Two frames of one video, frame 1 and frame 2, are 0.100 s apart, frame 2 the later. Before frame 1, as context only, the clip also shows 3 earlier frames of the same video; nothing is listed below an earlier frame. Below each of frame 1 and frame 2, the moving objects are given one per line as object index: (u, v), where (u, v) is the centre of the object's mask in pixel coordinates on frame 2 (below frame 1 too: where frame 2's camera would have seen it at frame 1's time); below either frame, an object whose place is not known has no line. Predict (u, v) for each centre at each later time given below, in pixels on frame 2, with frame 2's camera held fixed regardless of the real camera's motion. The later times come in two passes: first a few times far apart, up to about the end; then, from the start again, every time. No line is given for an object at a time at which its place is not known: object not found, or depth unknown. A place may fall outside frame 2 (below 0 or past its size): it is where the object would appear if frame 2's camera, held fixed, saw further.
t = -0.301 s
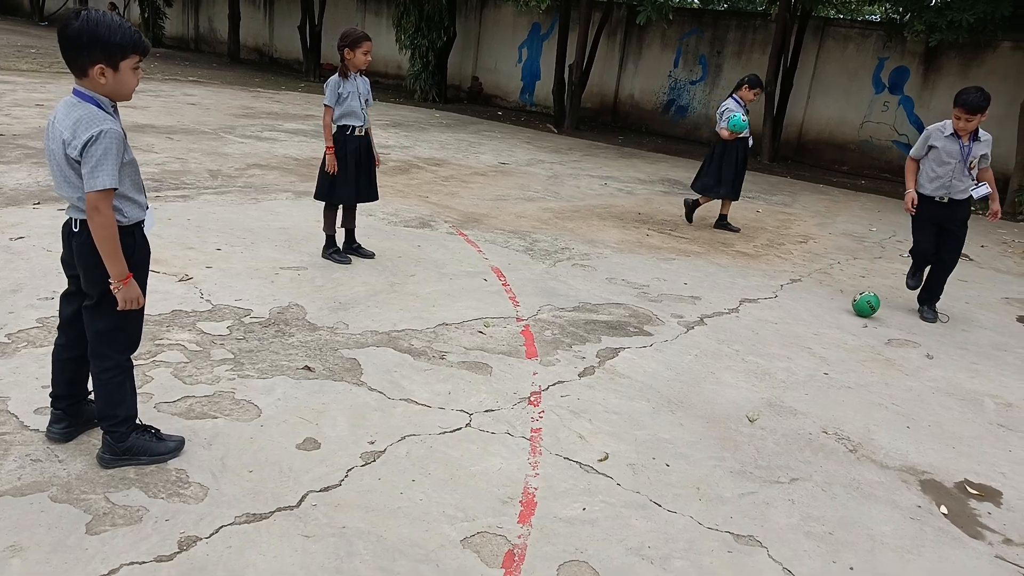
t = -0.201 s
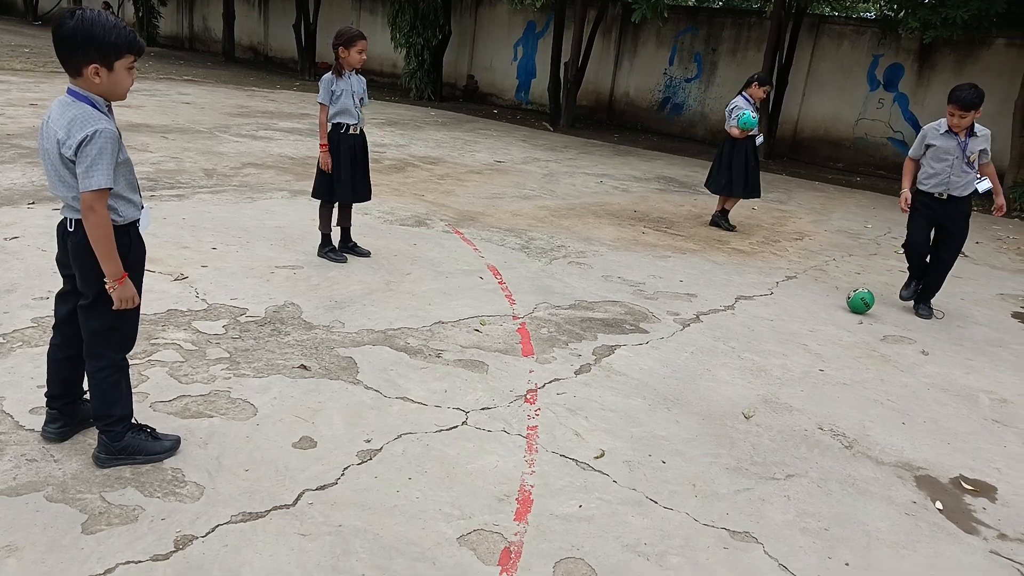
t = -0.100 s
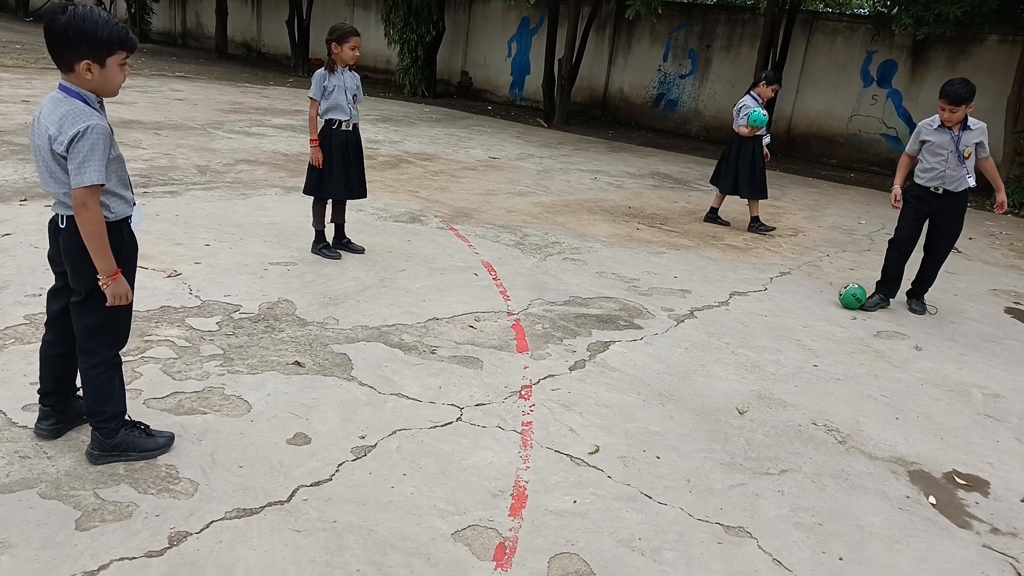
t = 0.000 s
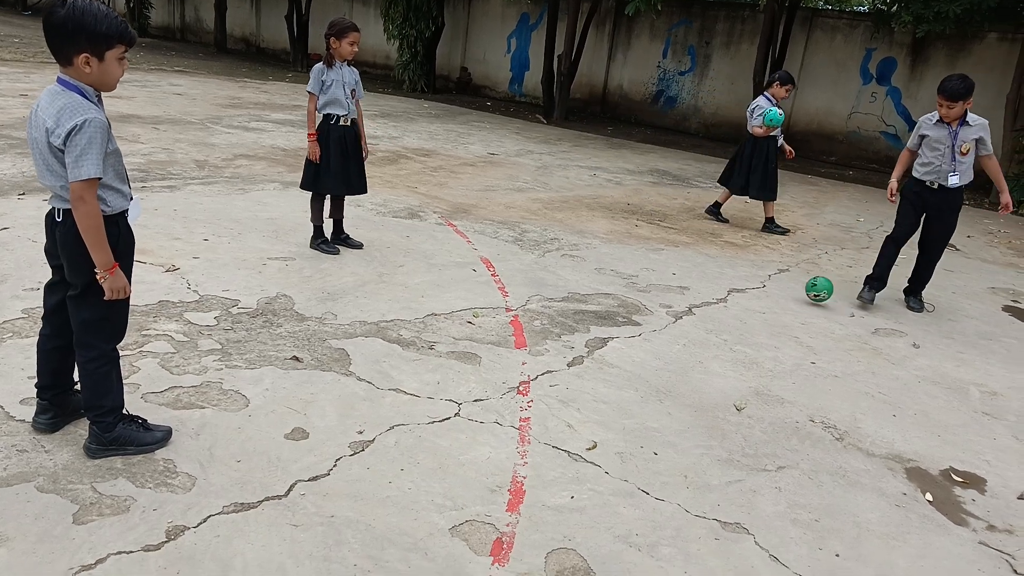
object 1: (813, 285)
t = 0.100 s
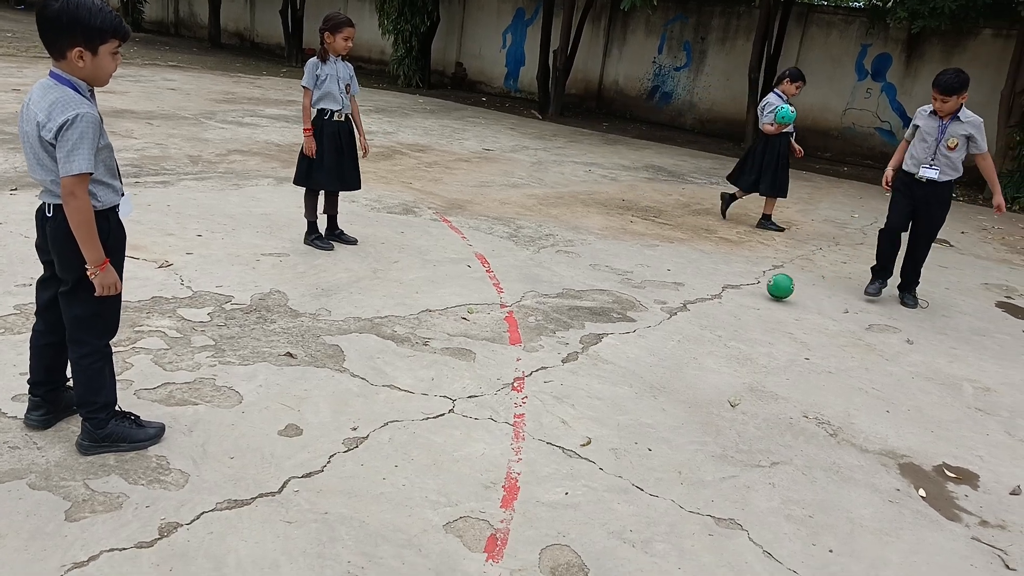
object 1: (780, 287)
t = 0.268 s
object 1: (740, 285)
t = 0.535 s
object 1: (697, 283)
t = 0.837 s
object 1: (657, 284)
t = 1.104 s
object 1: (626, 286)
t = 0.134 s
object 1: (771, 287)
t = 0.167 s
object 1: (761, 287)
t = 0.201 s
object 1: (753, 286)
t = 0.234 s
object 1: (745, 286)
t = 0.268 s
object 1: (740, 285)
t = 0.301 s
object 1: (734, 285)
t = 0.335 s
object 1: (728, 284)
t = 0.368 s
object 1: (722, 284)
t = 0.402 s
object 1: (716, 284)
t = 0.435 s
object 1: (712, 281)
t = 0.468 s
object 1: (707, 281)
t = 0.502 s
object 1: (702, 282)
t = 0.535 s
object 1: (697, 283)
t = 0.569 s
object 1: (692, 282)
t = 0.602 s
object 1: (687, 283)
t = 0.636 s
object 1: (683, 283)
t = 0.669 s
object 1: (679, 283)
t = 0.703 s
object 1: (675, 283)
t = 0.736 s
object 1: (670, 283)
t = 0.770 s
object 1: (666, 284)
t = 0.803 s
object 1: (662, 284)
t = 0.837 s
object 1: (657, 284)
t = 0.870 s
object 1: (653, 284)
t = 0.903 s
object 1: (649, 284)
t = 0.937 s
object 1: (645, 285)
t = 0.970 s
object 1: (641, 285)
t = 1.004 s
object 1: (637, 285)
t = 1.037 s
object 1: (633, 286)
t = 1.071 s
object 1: (629, 286)
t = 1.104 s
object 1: (626, 286)
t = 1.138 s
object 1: (623, 287)
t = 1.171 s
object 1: (620, 288)
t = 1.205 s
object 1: (616, 288)
